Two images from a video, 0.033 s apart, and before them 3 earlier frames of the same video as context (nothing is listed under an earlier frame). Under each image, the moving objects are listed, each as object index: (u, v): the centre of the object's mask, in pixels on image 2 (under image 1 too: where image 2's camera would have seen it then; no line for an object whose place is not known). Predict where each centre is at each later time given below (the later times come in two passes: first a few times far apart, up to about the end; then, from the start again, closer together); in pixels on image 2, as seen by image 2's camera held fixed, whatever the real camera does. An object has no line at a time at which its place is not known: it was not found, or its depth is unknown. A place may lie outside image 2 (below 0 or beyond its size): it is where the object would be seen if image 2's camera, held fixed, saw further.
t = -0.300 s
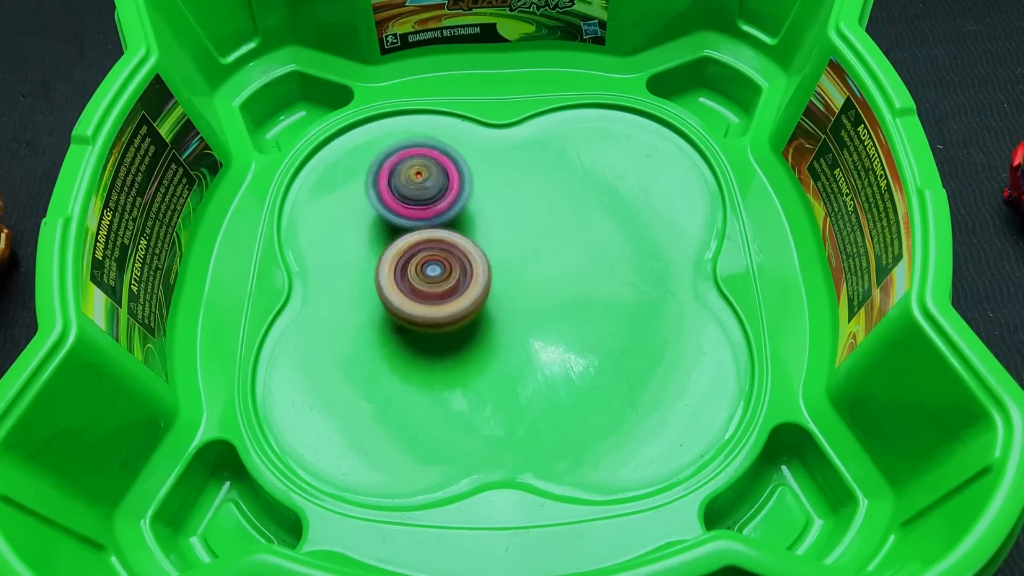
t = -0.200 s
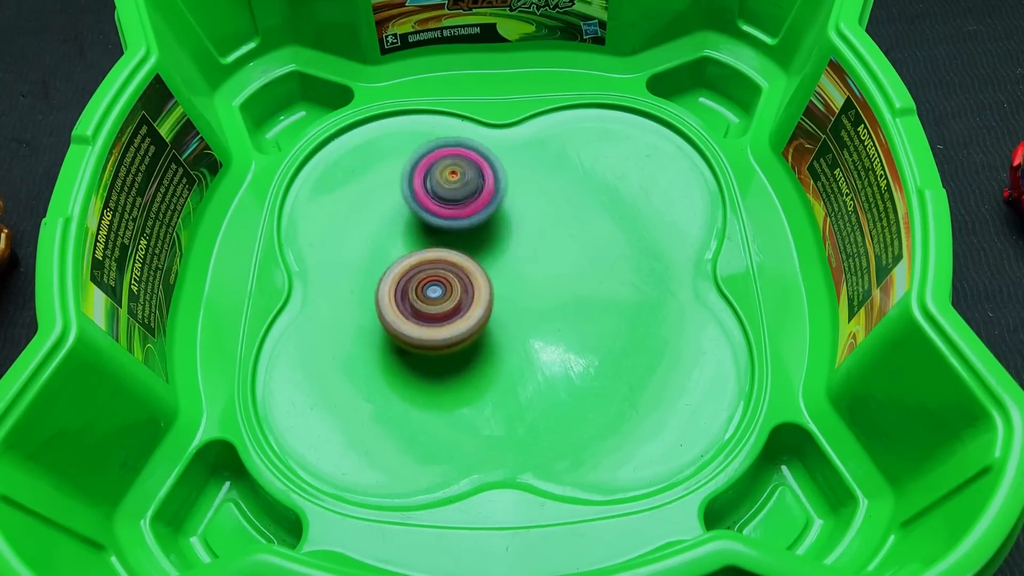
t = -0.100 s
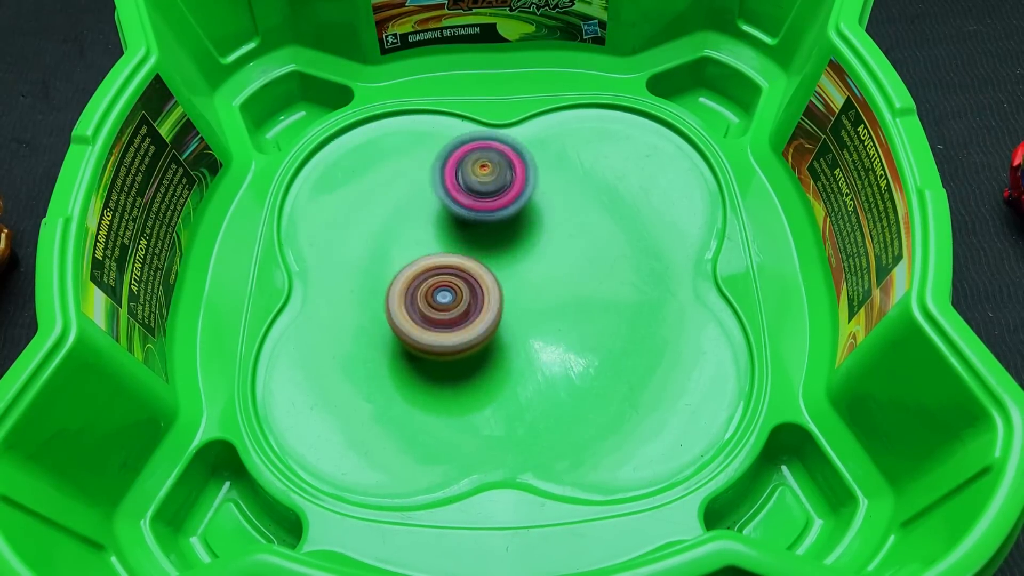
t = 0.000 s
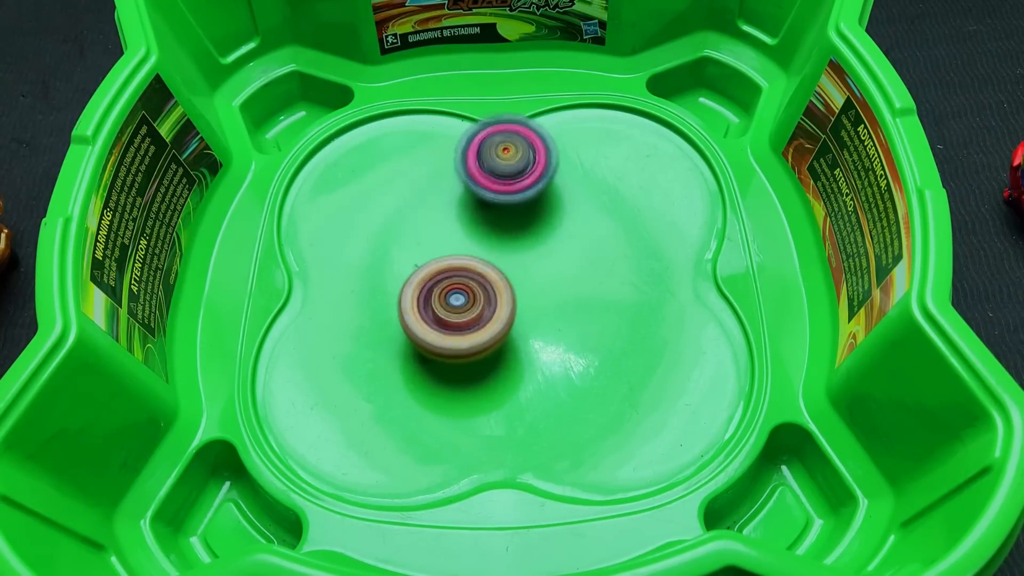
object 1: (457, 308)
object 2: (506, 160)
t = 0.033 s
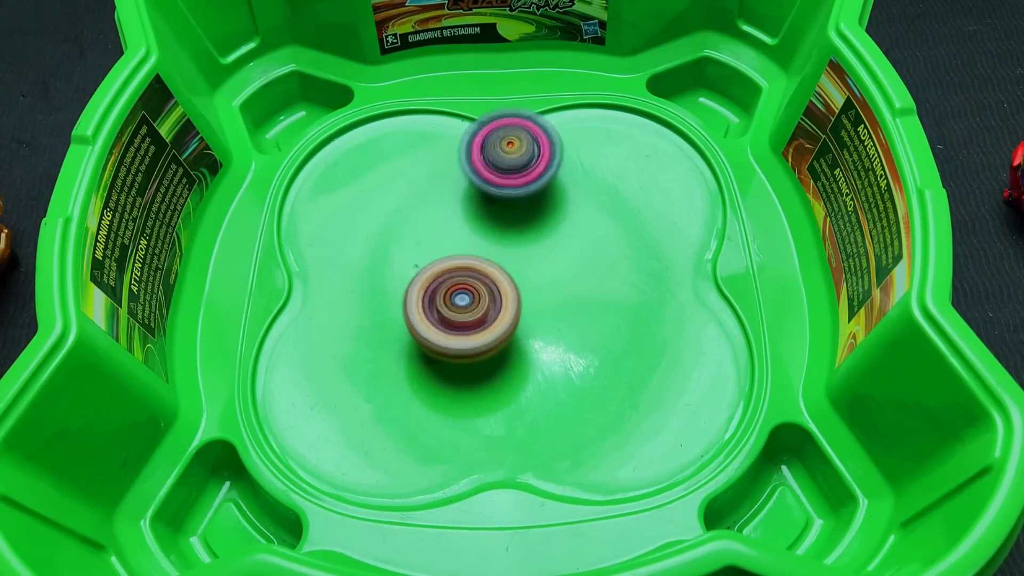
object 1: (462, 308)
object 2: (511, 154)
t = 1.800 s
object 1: (445, 301)
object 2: (573, 291)
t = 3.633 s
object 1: (527, 204)
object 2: (434, 295)
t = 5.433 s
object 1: (559, 305)
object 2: (428, 267)
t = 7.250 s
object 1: (507, 305)
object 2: (583, 225)
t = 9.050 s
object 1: (517, 208)
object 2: (441, 306)
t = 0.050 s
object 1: (464, 308)
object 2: (512, 151)
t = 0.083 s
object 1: (470, 307)
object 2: (516, 146)
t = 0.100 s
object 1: (472, 306)
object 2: (517, 144)
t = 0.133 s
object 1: (477, 305)
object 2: (518, 141)
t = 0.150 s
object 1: (479, 304)
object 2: (519, 139)
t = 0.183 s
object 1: (483, 302)
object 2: (518, 139)
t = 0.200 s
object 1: (486, 300)
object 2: (518, 139)
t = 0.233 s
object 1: (490, 298)
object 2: (518, 141)
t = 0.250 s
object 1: (492, 296)
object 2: (517, 142)
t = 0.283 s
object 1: (496, 293)
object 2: (516, 147)
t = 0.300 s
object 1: (498, 291)
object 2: (515, 150)
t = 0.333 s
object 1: (501, 288)
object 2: (515, 158)
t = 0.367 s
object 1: (503, 284)
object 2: (515, 168)
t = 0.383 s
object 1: (504, 282)
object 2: (515, 173)
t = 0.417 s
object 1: (506, 280)
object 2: (517, 183)
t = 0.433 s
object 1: (505, 284)
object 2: (519, 185)
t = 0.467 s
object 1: (502, 293)
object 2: (524, 186)
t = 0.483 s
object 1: (500, 296)
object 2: (527, 188)
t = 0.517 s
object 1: (497, 298)
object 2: (533, 192)
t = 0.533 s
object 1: (496, 299)
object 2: (536, 193)
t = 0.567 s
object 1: (495, 298)
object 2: (543, 196)
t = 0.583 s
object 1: (496, 296)
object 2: (546, 198)
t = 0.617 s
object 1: (498, 292)
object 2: (552, 200)
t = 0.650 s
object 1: (500, 289)
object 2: (558, 202)
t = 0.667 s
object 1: (500, 288)
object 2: (561, 202)
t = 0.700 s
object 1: (501, 286)
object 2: (567, 203)
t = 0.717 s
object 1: (501, 285)
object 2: (570, 203)
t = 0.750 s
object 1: (502, 285)
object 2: (575, 202)
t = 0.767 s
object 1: (503, 285)
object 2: (577, 203)
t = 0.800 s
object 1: (504, 284)
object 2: (580, 203)
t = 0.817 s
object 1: (505, 284)
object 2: (581, 203)
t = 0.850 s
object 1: (506, 283)
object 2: (582, 203)
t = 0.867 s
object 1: (506, 283)
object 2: (581, 204)
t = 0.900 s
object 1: (506, 283)
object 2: (581, 206)
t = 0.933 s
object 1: (503, 286)
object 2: (581, 207)
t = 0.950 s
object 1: (502, 287)
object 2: (581, 208)
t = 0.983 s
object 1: (499, 288)
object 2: (580, 211)
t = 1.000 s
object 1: (497, 289)
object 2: (579, 212)
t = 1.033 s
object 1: (494, 291)
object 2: (576, 216)
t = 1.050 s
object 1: (493, 292)
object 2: (575, 219)
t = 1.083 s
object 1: (487, 295)
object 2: (573, 222)
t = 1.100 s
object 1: (485, 297)
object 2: (573, 225)
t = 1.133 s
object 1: (481, 298)
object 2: (573, 230)
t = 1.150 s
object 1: (479, 301)
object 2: (573, 232)
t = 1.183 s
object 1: (477, 303)
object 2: (574, 238)
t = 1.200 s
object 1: (476, 305)
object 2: (574, 241)
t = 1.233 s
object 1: (474, 306)
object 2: (574, 246)
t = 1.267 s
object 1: (471, 307)
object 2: (575, 252)
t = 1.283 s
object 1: (470, 308)
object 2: (575, 255)
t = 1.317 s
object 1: (469, 309)
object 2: (577, 261)
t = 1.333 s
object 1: (469, 310)
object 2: (578, 264)
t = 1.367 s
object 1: (467, 310)
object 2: (581, 268)
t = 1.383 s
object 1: (467, 310)
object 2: (583, 270)
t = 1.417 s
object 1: (465, 311)
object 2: (586, 274)
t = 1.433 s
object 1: (465, 311)
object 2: (587, 276)
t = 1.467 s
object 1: (464, 311)
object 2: (590, 279)
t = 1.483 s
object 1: (463, 311)
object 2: (592, 280)
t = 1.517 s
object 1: (462, 310)
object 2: (593, 281)
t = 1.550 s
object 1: (462, 310)
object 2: (593, 282)
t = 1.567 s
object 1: (462, 309)
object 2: (592, 282)
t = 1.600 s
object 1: (461, 308)
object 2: (588, 283)
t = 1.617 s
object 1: (461, 308)
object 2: (587, 284)
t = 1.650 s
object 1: (460, 307)
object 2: (582, 285)
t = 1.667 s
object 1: (460, 307)
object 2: (579, 285)
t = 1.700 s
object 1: (455, 305)
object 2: (579, 286)
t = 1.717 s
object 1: (452, 304)
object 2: (578, 287)
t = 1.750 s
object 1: (448, 303)
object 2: (577, 289)
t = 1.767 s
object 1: (447, 303)
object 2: (575, 290)
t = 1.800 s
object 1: (445, 301)
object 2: (573, 291)
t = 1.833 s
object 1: (442, 299)
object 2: (569, 292)
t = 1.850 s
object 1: (441, 298)
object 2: (566, 292)
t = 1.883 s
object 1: (438, 296)
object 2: (560, 294)
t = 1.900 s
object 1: (437, 295)
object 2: (557, 296)
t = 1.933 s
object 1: (432, 293)
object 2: (554, 300)
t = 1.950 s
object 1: (430, 292)
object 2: (553, 301)
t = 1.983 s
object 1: (426, 289)
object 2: (550, 305)
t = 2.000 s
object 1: (425, 289)
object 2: (549, 307)
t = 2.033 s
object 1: (422, 287)
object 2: (547, 311)
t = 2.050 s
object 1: (421, 286)
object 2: (547, 313)
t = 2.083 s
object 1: (418, 284)
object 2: (545, 314)
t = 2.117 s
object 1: (417, 282)
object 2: (543, 317)
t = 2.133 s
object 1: (416, 281)
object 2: (542, 317)
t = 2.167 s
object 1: (415, 279)
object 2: (540, 319)
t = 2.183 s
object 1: (414, 278)
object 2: (539, 319)
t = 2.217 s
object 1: (414, 276)
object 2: (535, 319)
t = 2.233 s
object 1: (414, 274)
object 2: (534, 320)
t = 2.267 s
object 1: (414, 272)
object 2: (530, 321)
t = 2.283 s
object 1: (414, 271)
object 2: (529, 320)
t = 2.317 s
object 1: (415, 268)
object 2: (525, 321)
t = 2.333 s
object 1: (415, 268)
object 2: (522, 321)
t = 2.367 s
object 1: (416, 266)
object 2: (517, 323)
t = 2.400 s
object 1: (418, 263)
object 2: (511, 323)
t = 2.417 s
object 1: (418, 262)
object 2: (509, 324)
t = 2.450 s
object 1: (418, 257)
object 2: (506, 326)
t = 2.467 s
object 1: (418, 256)
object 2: (504, 329)
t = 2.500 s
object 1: (420, 252)
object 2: (502, 331)
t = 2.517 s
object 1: (421, 250)
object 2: (502, 332)
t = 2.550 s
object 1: (422, 247)
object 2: (501, 332)
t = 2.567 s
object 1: (423, 246)
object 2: (499, 333)
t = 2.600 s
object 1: (426, 243)
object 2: (498, 333)
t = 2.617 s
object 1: (427, 242)
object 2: (498, 332)
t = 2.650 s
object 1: (428, 239)
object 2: (497, 331)
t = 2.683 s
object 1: (432, 236)
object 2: (494, 328)
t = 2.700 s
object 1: (433, 235)
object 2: (492, 327)
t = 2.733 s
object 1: (435, 233)
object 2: (490, 324)
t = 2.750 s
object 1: (437, 232)
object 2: (488, 322)
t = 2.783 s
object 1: (440, 228)
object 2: (483, 320)
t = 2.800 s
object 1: (442, 226)
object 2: (480, 320)
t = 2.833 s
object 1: (444, 223)
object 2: (476, 319)
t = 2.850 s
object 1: (446, 220)
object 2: (474, 319)
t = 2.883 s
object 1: (449, 217)
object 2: (469, 320)
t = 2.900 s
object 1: (451, 215)
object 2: (467, 321)
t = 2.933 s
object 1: (454, 212)
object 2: (464, 322)
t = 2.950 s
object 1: (456, 210)
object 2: (463, 322)
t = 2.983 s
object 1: (458, 208)
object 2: (461, 323)
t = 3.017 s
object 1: (462, 205)
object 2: (460, 323)
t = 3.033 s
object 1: (463, 205)
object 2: (460, 323)
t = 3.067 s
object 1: (466, 203)
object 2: (459, 322)
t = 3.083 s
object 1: (468, 203)
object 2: (459, 321)
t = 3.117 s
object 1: (471, 201)
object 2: (459, 319)
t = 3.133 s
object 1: (472, 201)
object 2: (460, 317)
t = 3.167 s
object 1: (476, 201)
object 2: (459, 313)
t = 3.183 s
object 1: (478, 200)
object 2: (459, 312)
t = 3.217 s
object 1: (481, 199)
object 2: (459, 307)
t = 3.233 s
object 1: (483, 199)
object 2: (458, 304)
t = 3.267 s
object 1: (487, 200)
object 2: (455, 298)
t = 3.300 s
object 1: (490, 200)
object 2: (452, 293)
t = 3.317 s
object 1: (492, 200)
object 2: (450, 291)
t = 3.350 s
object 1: (498, 197)
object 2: (441, 290)
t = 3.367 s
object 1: (499, 197)
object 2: (438, 290)
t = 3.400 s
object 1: (504, 197)
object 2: (432, 289)
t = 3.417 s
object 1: (506, 197)
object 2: (428, 290)
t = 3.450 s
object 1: (509, 197)
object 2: (423, 291)
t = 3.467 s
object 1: (511, 198)
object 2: (422, 292)
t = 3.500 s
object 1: (515, 198)
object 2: (421, 293)
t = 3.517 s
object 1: (516, 199)
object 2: (421, 294)
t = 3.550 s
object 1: (519, 200)
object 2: (423, 296)
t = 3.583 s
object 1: (523, 202)
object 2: (427, 296)
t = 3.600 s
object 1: (524, 202)
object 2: (428, 296)
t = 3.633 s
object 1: (527, 204)
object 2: (434, 295)
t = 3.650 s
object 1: (529, 205)
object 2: (438, 293)
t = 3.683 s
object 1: (531, 208)
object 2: (443, 289)
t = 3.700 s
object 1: (533, 210)
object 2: (446, 287)
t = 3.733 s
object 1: (535, 211)
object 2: (451, 280)
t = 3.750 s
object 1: (540, 211)
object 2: (449, 278)
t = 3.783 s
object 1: (554, 208)
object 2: (438, 280)
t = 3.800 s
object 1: (559, 206)
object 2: (434, 280)
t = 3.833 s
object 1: (565, 207)
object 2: (425, 283)
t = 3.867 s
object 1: (570, 208)
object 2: (419, 288)
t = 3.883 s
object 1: (572, 208)
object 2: (418, 291)
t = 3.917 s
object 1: (576, 210)
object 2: (415, 297)
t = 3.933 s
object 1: (577, 211)
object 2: (417, 299)
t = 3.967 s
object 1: (580, 214)
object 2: (422, 304)
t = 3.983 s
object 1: (581, 215)
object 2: (424, 305)
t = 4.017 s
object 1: (583, 217)
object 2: (432, 307)
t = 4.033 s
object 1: (584, 218)
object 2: (437, 307)
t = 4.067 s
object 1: (586, 221)
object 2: (447, 305)
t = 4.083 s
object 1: (587, 223)
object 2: (452, 303)
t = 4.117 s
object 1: (588, 225)
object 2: (464, 296)
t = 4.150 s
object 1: (589, 229)
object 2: (471, 288)
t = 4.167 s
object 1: (589, 230)
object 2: (475, 283)
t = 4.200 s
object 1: (589, 234)
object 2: (478, 270)
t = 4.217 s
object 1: (591, 235)
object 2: (477, 265)
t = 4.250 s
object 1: (594, 238)
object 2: (471, 255)
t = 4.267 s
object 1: (594, 239)
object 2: (466, 249)
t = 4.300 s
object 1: (594, 243)
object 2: (456, 243)
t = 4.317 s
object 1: (594, 245)
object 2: (451, 240)
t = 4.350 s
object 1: (593, 248)
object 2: (438, 236)
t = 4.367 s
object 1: (592, 251)
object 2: (432, 237)
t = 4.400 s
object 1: (591, 254)
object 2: (421, 237)
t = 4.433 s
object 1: (589, 259)
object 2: (411, 242)
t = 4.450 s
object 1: (588, 261)
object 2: (408, 246)
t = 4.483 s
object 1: (585, 265)
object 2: (403, 253)
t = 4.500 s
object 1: (584, 267)
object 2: (402, 258)
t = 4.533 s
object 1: (581, 271)
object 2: (406, 268)
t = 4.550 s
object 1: (579, 273)
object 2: (409, 271)
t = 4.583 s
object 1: (576, 277)
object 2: (419, 280)
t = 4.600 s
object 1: (574, 280)
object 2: (427, 283)
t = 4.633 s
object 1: (570, 285)
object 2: (440, 286)
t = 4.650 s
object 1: (568, 286)
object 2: (448, 287)
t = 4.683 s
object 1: (592, 291)
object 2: (433, 281)
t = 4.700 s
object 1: (606, 294)
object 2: (421, 279)
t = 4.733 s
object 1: (626, 299)
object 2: (402, 274)
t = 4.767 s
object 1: (639, 302)
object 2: (385, 274)
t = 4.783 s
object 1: (641, 304)
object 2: (379, 274)
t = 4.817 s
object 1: (643, 306)
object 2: (364, 275)
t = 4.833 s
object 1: (643, 307)
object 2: (359, 275)
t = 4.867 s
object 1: (641, 309)
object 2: (345, 276)
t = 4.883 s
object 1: (640, 309)
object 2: (339, 277)
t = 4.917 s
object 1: (636, 310)
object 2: (326, 280)
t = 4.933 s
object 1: (635, 311)
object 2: (321, 282)
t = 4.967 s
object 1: (630, 311)
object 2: (312, 285)
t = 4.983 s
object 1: (629, 311)
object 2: (307, 287)
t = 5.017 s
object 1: (624, 311)
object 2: (301, 293)
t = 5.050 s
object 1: (619, 312)
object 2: (298, 299)
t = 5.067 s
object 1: (616, 312)
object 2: (299, 302)
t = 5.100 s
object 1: (610, 313)
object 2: (302, 305)
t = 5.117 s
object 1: (607, 313)
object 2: (307, 307)
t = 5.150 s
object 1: (601, 313)
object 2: (315, 308)
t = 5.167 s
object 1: (598, 312)
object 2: (322, 309)
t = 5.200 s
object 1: (591, 312)
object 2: (336, 309)
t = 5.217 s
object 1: (587, 312)
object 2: (343, 309)
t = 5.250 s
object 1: (580, 310)
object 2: (360, 307)
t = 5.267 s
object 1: (576, 310)
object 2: (368, 305)
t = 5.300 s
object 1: (569, 308)
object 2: (386, 302)
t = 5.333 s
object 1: (561, 306)
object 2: (402, 297)
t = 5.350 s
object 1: (557, 305)
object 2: (412, 294)
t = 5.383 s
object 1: (550, 303)
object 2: (427, 287)
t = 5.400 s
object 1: (548, 302)
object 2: (433, 282)
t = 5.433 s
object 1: (559, 305)
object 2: (428, 267)
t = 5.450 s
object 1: (563, 306)
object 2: (426, 259)
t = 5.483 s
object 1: (565, 307)
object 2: (424, 248)
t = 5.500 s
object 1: (564, 307)
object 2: (422, 242)
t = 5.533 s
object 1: (560, 304)
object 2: (419, 232)
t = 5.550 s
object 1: (558, 303)
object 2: (417, 227)
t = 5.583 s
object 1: (553, 299)
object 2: (414, 218)
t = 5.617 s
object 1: (549, 296)
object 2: (409, 208)
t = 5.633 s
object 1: (547, 294)
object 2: (408, 205)
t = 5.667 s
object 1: (542, 291)
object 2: (402, 195)
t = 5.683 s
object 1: (539, 289)
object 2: (401, 191)
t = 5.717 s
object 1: (534, 285)
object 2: (396, 183)
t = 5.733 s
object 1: (531, 283)
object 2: (394, 179)
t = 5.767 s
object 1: (526, 280)
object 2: (389, 170)
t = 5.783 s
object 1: (524, 278)
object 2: (387, 168)
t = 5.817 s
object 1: (518, 274)
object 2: (383, 160)
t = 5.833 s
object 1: (516, 272)
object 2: (382, 158)
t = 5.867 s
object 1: (511, 269)
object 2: (380, 152)
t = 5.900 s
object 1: (506, 266)
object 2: (379, 148)
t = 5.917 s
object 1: (504, 264)
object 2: (378, 146)
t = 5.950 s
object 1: (498, 260)
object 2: (378, 142)
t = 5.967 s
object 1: (496, 258)
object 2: (378, 140)
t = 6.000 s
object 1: (491, 255)
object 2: (379, 138)
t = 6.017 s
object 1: (490, 254)
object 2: (379, 137)
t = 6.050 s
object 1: (485, 250)
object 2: (382, 136)
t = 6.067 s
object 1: (484, 249)
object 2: (383, 136)
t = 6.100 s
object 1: (480, 245)
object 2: (388, 138)
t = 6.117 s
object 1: (478, 244)
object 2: (389, 138)
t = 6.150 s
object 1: (475, 241)
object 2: (394, 142)
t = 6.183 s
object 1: (472, 239)
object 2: (399, 147)
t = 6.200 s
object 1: (470, 237)
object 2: (403, 149)
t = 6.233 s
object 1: (468, 236)
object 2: (408, 155)
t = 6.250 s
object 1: (469, 237)
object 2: (411, 155)
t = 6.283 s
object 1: (470, 242)
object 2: (416, 158)
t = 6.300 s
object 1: (471, 245)
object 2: (419, 159)
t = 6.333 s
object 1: (476, 260)
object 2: (424, 156)
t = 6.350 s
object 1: (477, 265)
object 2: (428, 157)
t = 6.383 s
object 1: (480, 275)
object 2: (436, 159)
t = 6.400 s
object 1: (481, 278)
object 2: (441, 161)
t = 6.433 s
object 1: (482, 282)
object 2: (449, 163)
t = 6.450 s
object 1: (483, 283)
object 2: (455, 164)
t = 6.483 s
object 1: (485, 284)
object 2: (463, 167)
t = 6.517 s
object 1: (487, 285)
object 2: (472, 170)
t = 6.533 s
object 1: (489, 285)
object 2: (477, 171)
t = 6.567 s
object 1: (492, 286)
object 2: (487, 173)
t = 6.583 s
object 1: (493, 286)
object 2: (492, 174)
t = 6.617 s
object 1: (496, 287)
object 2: (501, 176)
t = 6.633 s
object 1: (497, 287)
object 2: (506, 176)
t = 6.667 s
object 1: (500, 289)
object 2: (514, 179)
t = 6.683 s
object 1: (501, 289)
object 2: (519, 179)
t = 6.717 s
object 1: (503, 290)
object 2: (528, 181)
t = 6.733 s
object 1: (504, 290)
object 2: (533, 181)
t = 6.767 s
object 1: (506, 291)
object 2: (541, 182)
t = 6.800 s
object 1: (508, 291)
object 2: (549, 184)
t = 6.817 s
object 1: (509, 292)
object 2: (553, 184)
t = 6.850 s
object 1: (511, 292)
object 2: (560, 185)
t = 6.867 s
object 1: (512, 292)
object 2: (564, 185)
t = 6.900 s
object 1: (513, 293)
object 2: (570, 186)
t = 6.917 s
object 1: (513, 293)
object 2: (572, 187)
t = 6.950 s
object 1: (514, 294)
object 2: (577, 189)
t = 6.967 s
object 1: (514, 293)
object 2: (578, 189)
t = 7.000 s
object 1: (515, 294)
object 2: (581, 191)
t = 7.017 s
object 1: (516, 294)
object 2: (581, 193)
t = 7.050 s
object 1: (517, 294)
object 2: (582, 196)
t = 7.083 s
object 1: (517, 294)
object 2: (583, 201)
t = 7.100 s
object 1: (518, 294)
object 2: (581, 203)
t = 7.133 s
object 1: (518, 295)
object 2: (580, 209)
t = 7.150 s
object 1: (517, 295)
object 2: (580, 212)
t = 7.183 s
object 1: (511, 301)
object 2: (581, 215)
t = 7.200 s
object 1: (510, 302)
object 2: (582, 218)
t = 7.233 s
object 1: (508, 304)
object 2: (583, 223)
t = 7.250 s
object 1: (507, 305)
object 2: (583, 225)
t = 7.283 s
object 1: (506, 305)
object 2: (583, 230)
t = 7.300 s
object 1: (502, 308)
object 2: (585, 231)
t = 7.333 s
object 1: (496, 311)
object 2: (588, 235)
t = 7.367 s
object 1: (493, 314)
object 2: (589, 239)
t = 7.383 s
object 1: (491, 315)
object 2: (589, 241)
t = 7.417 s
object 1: (488, 316)
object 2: (590, 244)
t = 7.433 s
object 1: (486, 317)
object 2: (588, 247)
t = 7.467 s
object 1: (482, 317)
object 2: (587, 253)
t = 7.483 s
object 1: (481, 318)
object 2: (586, 255)
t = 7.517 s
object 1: (477, 318)
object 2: (583, 262)
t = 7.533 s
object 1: (476, 318)
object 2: (582, 265)
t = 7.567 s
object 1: (473, 318)
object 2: (580, 272)
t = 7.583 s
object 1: (470, 317)
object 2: (580, 274)
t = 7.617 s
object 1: (465, 317)
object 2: (580, 281)
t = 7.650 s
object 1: (462, 316)
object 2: (580, 286)
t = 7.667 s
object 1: (460, 316)
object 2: (580, 288)
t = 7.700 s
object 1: (456, 314)
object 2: (580, 292)
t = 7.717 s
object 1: (455, 313)
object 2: (579, 293)
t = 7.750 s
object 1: (452, 312)
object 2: (577, 298)
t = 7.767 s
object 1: (450, 310)
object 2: (575, 299)
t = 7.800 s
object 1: (448, 308)
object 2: (574, 301)
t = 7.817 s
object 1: (447, 307)
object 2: (571, 303)
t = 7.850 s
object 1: (445, 305)
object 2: (567, 305)
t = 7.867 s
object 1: (444, 304)
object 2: (565, 306)
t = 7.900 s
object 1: (439, 300)
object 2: (562, 310)
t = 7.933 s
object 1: (435, 296)
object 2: (560, 313)
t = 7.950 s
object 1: (434, 295)
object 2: (559, 314)
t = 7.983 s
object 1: (431, 291)
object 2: (556, 315)
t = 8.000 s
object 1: (430, 290)
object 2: (554, 316)
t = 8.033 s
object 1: (428, 286)
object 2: (549, 318)
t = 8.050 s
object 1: (428, 284)
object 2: (547, 318)
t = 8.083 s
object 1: (426, 281)
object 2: (541, 319)
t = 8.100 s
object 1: (426, 279)
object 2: (539, 319)
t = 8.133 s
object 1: (425, 275)
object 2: (530, 321)
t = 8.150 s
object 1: (424, 273)
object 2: (528, 322)
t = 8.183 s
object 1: (422, 268)
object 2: (523, 326)
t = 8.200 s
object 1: (421, 266)
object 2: (520, 328)
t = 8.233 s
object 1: (420, 261)
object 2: (516, 331)
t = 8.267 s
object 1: (420, 256)
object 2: (512, 334)
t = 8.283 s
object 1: (420, 255)
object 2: (509, 335)
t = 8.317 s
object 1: (420, 250)
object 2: (507, 337)
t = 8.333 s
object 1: (421, 248)
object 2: (506, 337)
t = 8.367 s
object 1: (423, 244)
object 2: (502, 336)
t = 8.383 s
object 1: (424, 242)
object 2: (500, 335)
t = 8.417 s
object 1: (425, 238)
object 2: (496, 335)
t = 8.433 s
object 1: (426, 237)
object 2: (493, 334)
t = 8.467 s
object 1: (429, 233)
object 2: (490, 333)
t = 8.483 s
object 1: (431, 232)
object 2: (487, 332)
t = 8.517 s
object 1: (433, 229)
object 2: (482, 328)
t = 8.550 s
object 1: (437, 227)
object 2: (476, 325)
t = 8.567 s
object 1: (439, 225)
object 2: (473, 324)
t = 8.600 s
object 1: (443, 223)
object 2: (466, 321)
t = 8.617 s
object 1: (445, 222)
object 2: (462, 320)
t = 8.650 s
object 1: (449, 216)
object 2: (455, 323)
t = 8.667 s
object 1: (452, 215)
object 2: (452, 324)
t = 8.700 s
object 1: (457, 213)
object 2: (447, 326)
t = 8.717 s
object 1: (459, 212)
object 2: (445, 328)
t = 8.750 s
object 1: (464, 211)
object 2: (444, 329)
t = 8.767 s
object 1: (467, 210)
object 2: (444, 329)
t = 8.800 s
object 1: (472, 210)
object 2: (444, 329)
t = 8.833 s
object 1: (477, 210)
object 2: (443, 328)
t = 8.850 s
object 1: (480, 210)
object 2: (443, 326)
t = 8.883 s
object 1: (485, 210)
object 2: (446, 324)
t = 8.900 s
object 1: (488, 211)
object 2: (446, 323)
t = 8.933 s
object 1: (493, 212)
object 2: (447, 319)
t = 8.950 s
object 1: (495, 212)
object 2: (449, 316)
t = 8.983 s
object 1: (500, 213)
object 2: (450, 310)
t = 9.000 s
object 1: (502, 214)
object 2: (450, 306)
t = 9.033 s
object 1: (510, 213)
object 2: (447, 302)
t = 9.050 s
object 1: (517, 208)
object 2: (441, 306)
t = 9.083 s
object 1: (530, 203)
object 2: (432, 312)
